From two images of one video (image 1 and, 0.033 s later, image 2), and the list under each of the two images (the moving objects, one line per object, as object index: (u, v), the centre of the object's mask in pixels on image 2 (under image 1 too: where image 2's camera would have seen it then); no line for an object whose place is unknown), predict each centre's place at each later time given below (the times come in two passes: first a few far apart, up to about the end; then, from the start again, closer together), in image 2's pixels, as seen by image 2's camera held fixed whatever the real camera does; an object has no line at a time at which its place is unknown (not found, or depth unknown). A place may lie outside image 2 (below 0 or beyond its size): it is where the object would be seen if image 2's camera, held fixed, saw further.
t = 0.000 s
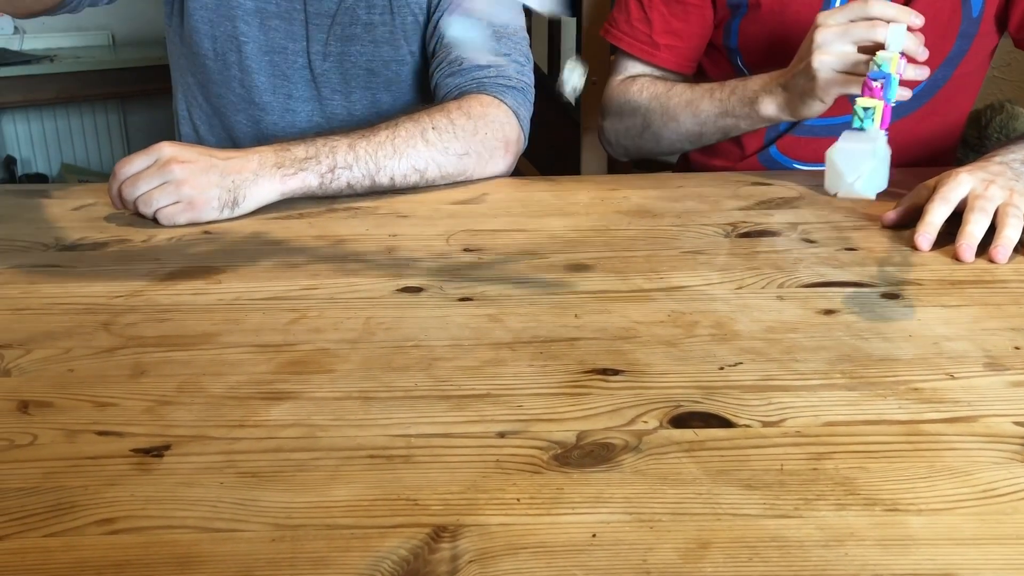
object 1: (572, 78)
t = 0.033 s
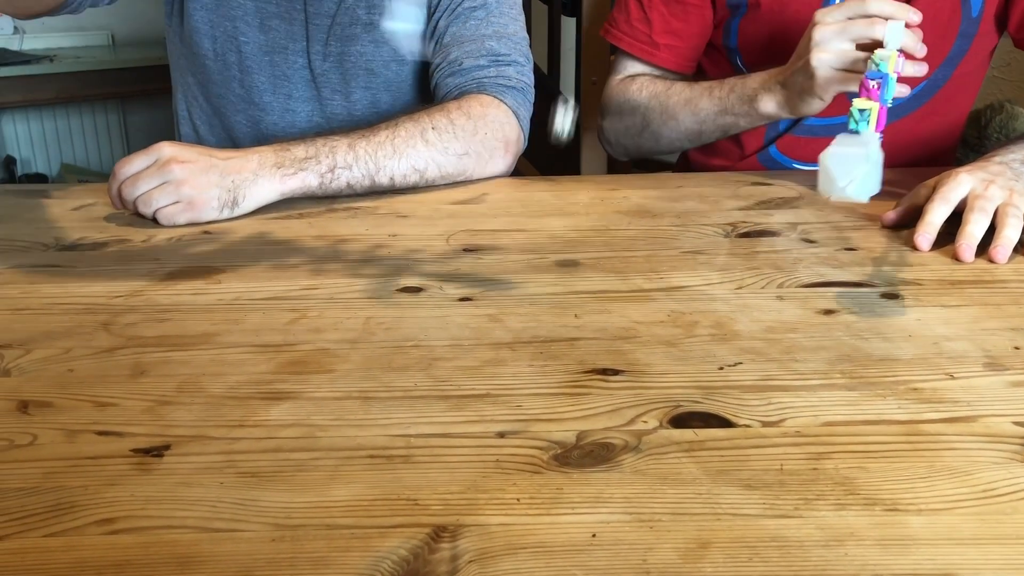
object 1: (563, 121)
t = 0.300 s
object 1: (459, 251)
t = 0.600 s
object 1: (364, 261)
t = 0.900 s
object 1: (282, 264)
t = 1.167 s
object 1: (223, 267)
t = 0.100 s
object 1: (546, 232)
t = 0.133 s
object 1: (533, 224)
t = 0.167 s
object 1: (519, 220)
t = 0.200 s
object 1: (506, 228)
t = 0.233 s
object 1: (490, 247)
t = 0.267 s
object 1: (475, 250)
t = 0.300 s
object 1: (459, 251)
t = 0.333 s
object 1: (446, 254)
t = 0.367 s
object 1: (434, 255)
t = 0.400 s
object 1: (423, 258)
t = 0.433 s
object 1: (413, 258)
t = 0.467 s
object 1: (403, 259)
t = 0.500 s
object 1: (394, 260)
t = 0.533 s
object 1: (384, 260)
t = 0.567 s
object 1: (374, 262)
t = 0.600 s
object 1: (364, 261)
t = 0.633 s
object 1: (354, 263)
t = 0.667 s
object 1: (345, 263)
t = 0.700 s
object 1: (336, 262)
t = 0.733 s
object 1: (326, 263)
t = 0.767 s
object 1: (317, 264)
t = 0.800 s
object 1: (309, 263)
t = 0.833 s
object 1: (300, 264)
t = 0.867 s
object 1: (292, 263)
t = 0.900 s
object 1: (282, 264)
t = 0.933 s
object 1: (275, 266)
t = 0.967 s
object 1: (266, 265)
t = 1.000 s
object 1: (259, 265)
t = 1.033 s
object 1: (251, 265)
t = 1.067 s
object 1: (243, 265)
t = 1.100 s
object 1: (236, 265)
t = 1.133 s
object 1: (229, 266)
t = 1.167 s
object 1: (223, 267)
